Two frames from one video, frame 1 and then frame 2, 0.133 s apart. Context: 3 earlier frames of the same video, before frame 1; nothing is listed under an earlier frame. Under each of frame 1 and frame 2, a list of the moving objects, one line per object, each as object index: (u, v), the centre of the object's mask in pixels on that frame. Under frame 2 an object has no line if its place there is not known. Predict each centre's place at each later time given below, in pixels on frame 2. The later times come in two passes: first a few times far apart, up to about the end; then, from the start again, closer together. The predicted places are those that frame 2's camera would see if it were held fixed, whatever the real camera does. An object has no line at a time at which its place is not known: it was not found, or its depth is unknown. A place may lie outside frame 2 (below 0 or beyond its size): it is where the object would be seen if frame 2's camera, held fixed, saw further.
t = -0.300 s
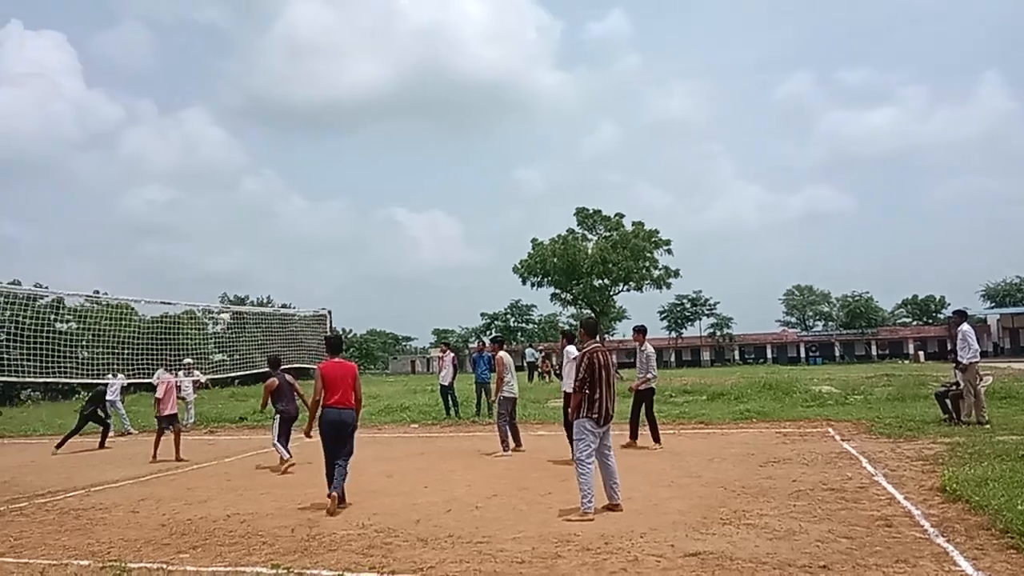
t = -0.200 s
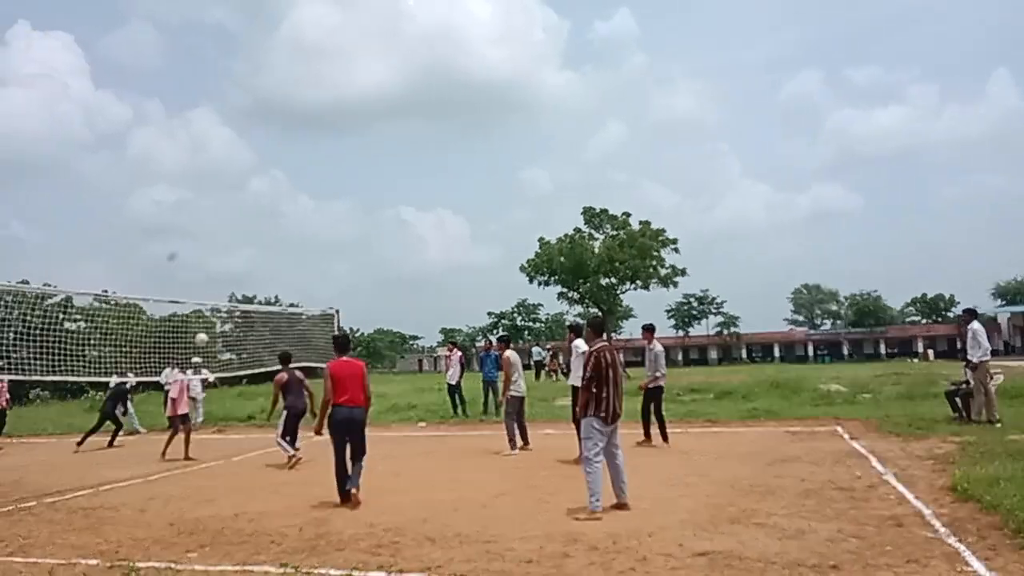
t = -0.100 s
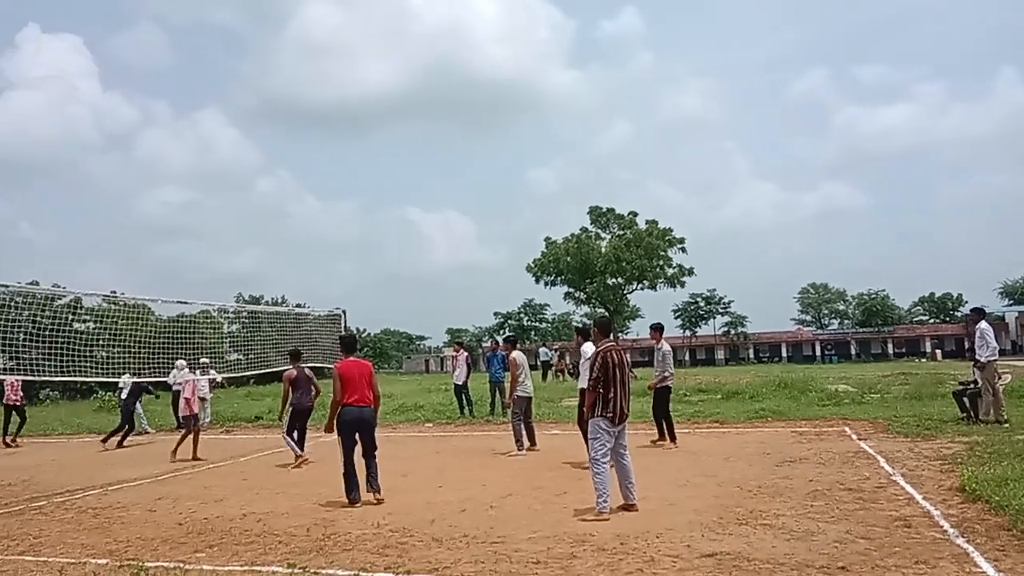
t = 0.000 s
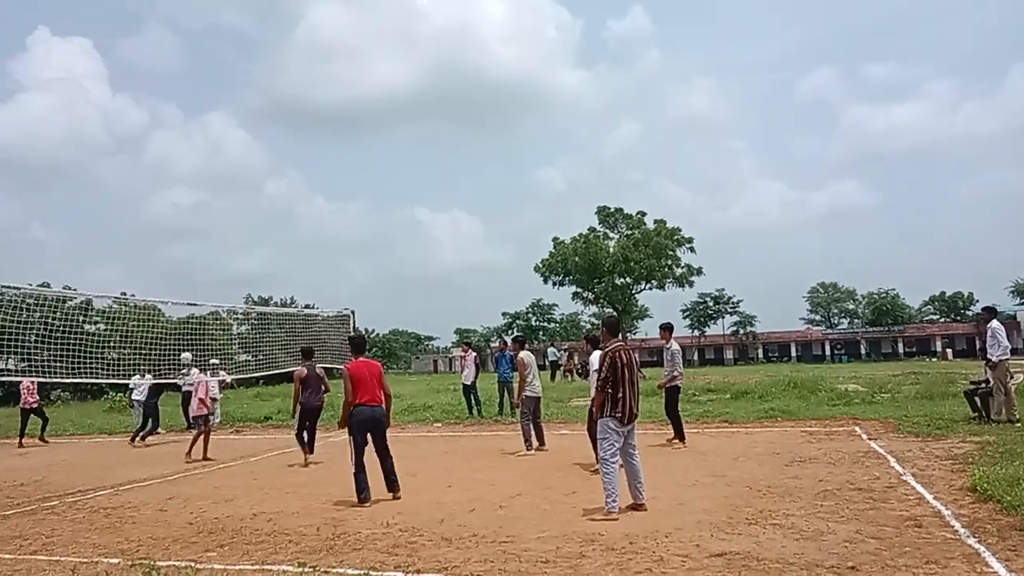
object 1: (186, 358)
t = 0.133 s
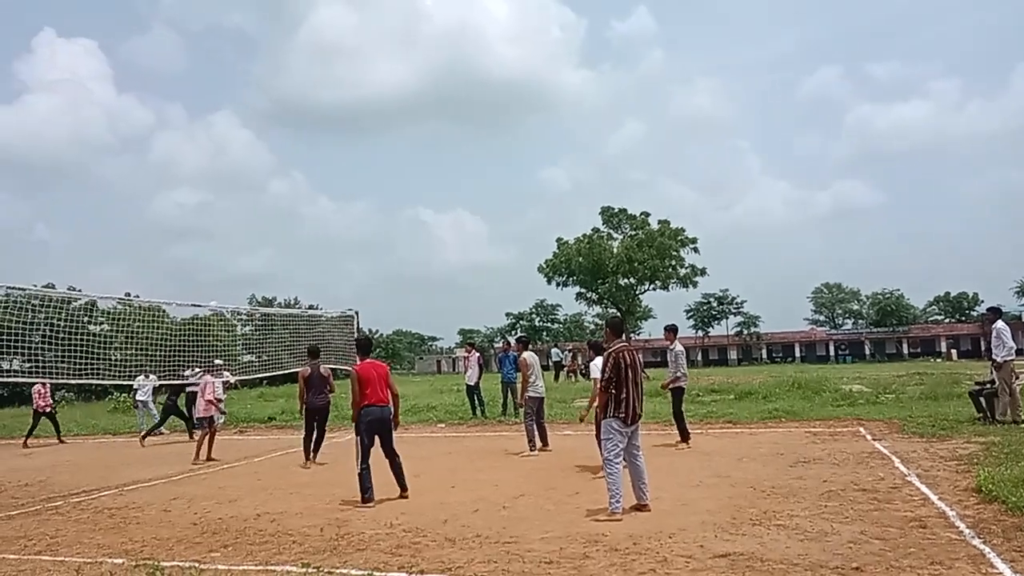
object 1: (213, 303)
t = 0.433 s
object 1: (269, 215)
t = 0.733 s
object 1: (329, 159)
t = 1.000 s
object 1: (391, 148)
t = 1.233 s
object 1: (454, 174)
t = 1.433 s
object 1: (514, 229)
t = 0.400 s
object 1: (261, 223)
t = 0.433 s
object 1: (269, 215)
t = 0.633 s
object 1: (308, 174)
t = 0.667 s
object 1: (315, 168)
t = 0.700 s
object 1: (323, 164)
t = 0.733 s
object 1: (329, 159)
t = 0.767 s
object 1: (337, 156)
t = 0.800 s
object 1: (344, 153)
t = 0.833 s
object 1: (351, 150)
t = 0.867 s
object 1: (359, 148)
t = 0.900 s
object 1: (367, 148)
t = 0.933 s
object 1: (375, 148)
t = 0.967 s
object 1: (383, 147)
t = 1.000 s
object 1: (391, 148)
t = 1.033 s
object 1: (400, 150)
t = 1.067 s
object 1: (408, 152)
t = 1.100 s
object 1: (417, 155)
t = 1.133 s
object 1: (426, 158)
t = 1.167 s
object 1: (435, 163)
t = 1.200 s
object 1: (444, 168)
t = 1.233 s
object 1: (454, 174)
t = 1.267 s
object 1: (463, 181)
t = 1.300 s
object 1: (474, 189)
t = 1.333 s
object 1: (483, 197)
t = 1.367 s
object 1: (493, 207)
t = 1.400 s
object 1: (503, 218)
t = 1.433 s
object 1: (514, 229)
